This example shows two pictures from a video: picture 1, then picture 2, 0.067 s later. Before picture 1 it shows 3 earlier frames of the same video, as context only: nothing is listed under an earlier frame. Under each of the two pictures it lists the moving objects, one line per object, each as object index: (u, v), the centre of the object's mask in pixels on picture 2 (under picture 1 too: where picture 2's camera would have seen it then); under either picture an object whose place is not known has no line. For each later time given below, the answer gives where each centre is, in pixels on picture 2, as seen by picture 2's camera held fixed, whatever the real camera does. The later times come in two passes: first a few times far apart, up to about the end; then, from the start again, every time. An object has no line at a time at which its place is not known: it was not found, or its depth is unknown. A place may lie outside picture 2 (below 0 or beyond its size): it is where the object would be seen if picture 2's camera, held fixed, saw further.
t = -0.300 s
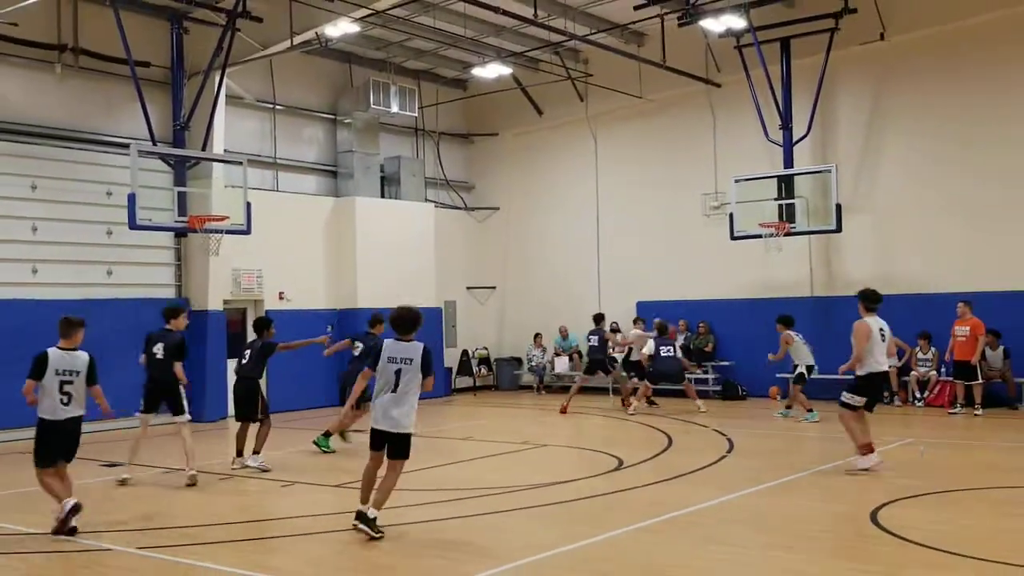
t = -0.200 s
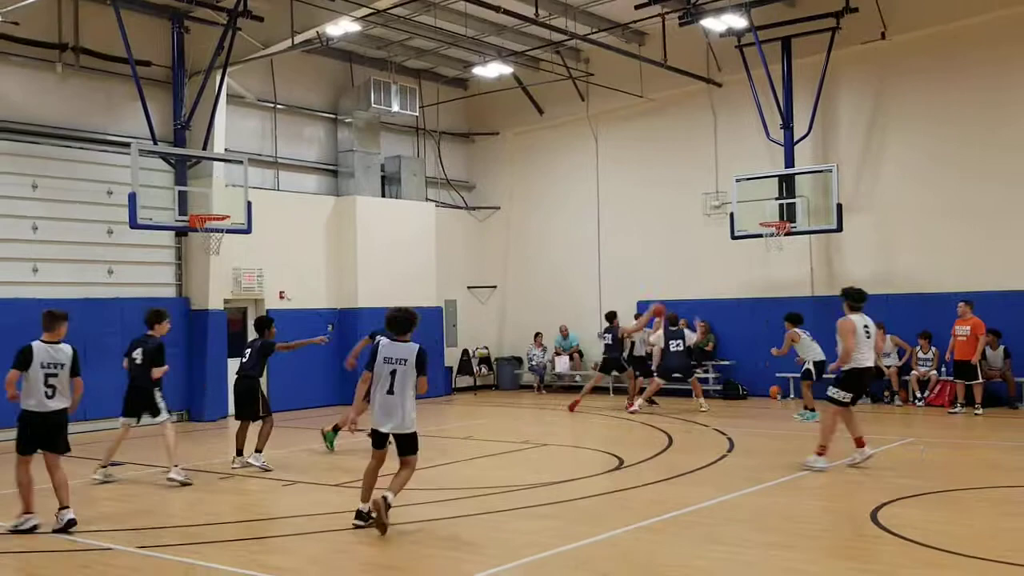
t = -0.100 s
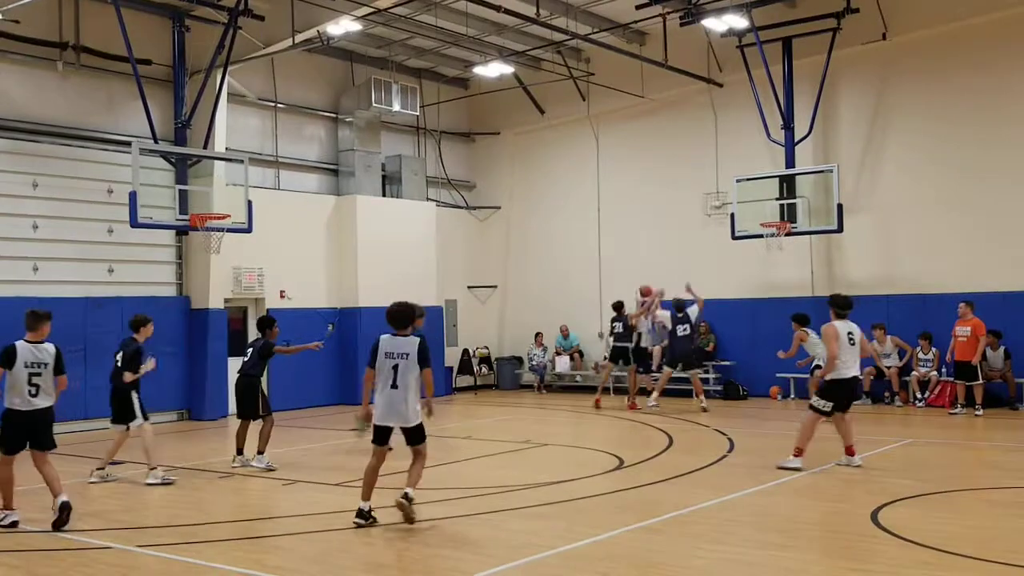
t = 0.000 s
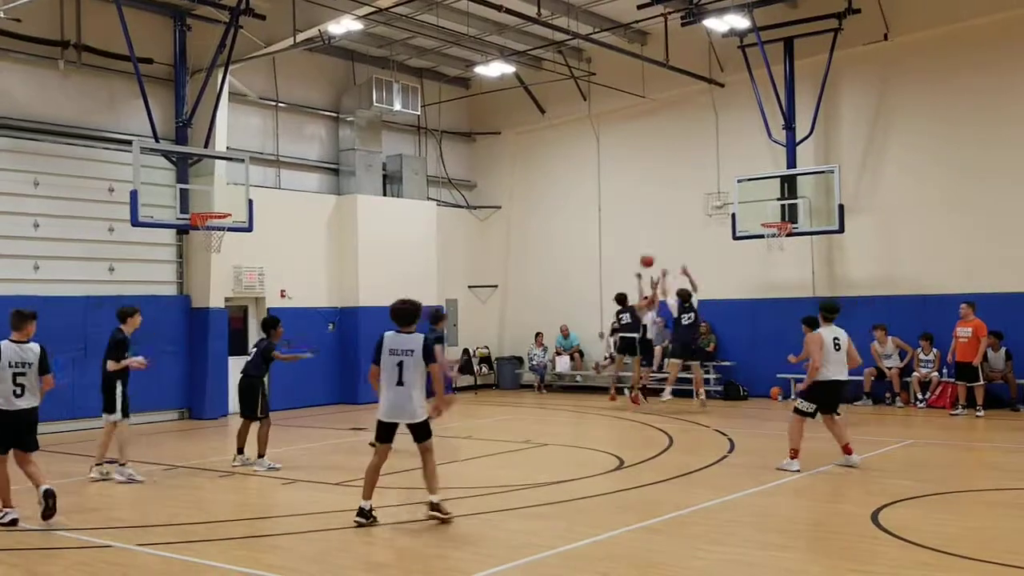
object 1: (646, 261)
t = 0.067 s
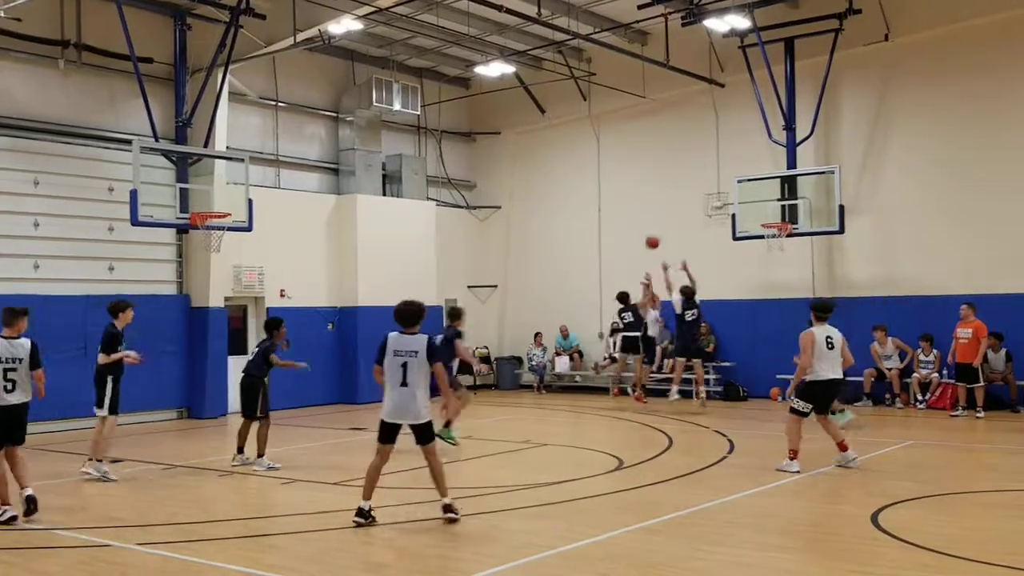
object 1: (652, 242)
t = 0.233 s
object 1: (668, 201)
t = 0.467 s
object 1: (696, 168)
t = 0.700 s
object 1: (731, 169)
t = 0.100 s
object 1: (655, 233)
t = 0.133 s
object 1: (658, 224)
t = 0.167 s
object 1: (661, 216)
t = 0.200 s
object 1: (665, 208)
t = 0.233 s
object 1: (668, 201)
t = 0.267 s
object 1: (672, 195)
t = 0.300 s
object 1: (676, 189)
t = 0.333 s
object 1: (680, 183)
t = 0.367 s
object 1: (684, 179)
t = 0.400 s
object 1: (688, 174)
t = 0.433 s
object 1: (692, 171)
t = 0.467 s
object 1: (696, 168)
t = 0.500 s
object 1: (701, 165)
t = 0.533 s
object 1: (705, 164)
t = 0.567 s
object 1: (710, 163)
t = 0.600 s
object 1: (715, 163)
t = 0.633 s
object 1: (720, 164)
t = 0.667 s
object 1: (725, 166)
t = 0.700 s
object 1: (731, 169)
